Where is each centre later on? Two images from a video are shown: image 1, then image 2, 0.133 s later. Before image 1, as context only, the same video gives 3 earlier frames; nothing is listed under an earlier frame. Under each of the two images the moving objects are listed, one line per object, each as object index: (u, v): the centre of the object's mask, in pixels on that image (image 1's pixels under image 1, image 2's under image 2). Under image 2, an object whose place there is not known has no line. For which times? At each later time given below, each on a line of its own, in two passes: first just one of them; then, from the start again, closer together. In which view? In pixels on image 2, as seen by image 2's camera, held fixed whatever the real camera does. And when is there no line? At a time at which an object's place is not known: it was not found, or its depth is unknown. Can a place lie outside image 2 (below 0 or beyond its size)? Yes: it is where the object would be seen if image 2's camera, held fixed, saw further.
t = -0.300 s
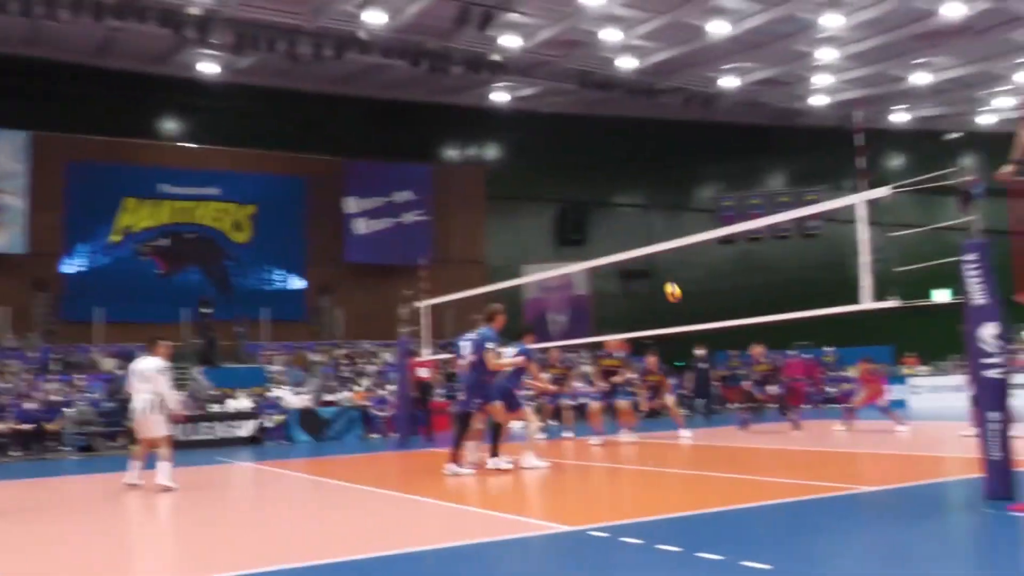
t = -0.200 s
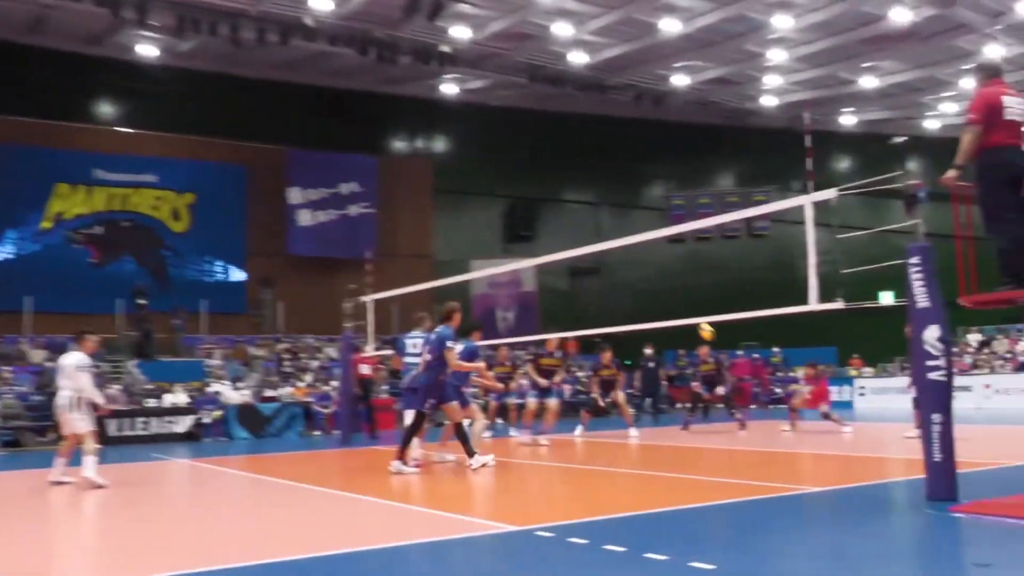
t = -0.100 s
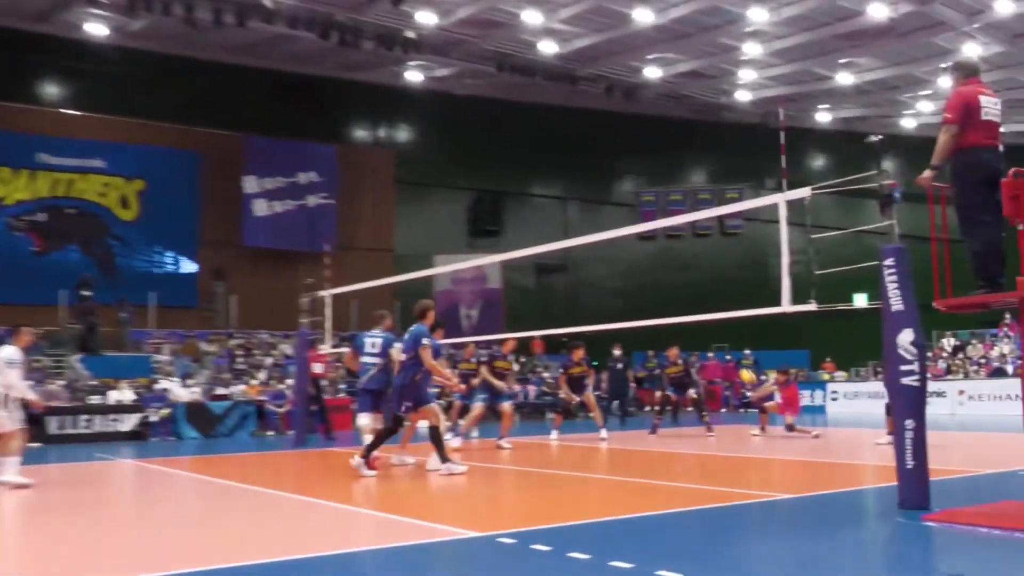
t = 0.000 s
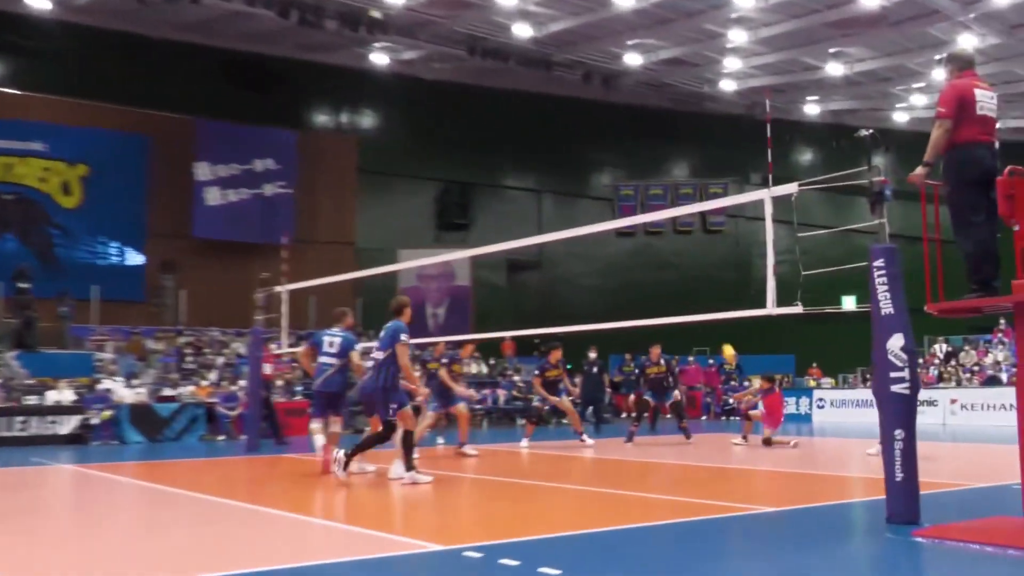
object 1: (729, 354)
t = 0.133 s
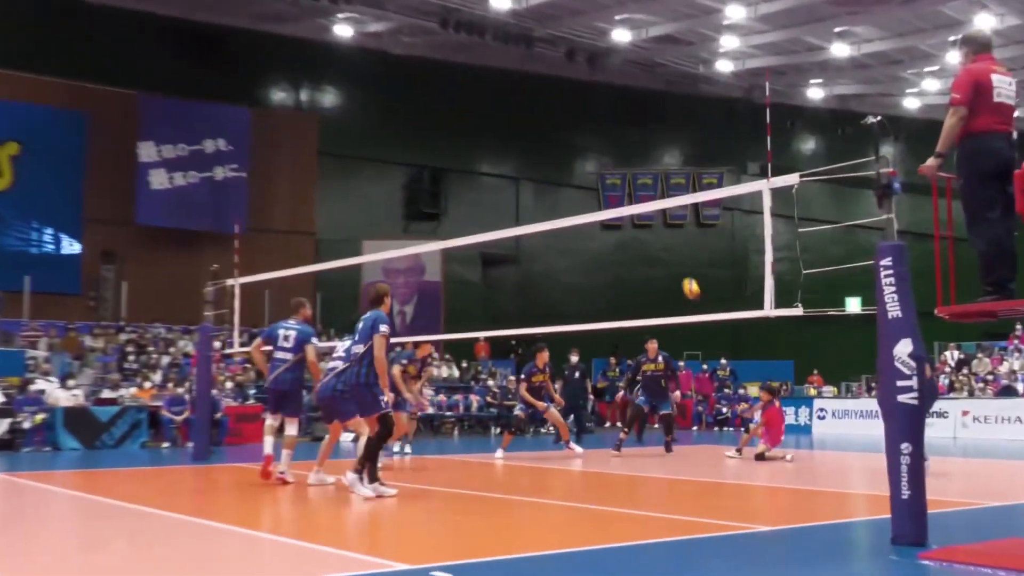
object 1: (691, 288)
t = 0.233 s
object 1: (667, 242)
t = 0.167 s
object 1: (682, 273)
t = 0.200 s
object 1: (674, 257)
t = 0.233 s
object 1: (667, 242)
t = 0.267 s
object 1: (659, 229)
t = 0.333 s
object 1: (644, 200)
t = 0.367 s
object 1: (636, 191)
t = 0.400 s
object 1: (629, 180)
